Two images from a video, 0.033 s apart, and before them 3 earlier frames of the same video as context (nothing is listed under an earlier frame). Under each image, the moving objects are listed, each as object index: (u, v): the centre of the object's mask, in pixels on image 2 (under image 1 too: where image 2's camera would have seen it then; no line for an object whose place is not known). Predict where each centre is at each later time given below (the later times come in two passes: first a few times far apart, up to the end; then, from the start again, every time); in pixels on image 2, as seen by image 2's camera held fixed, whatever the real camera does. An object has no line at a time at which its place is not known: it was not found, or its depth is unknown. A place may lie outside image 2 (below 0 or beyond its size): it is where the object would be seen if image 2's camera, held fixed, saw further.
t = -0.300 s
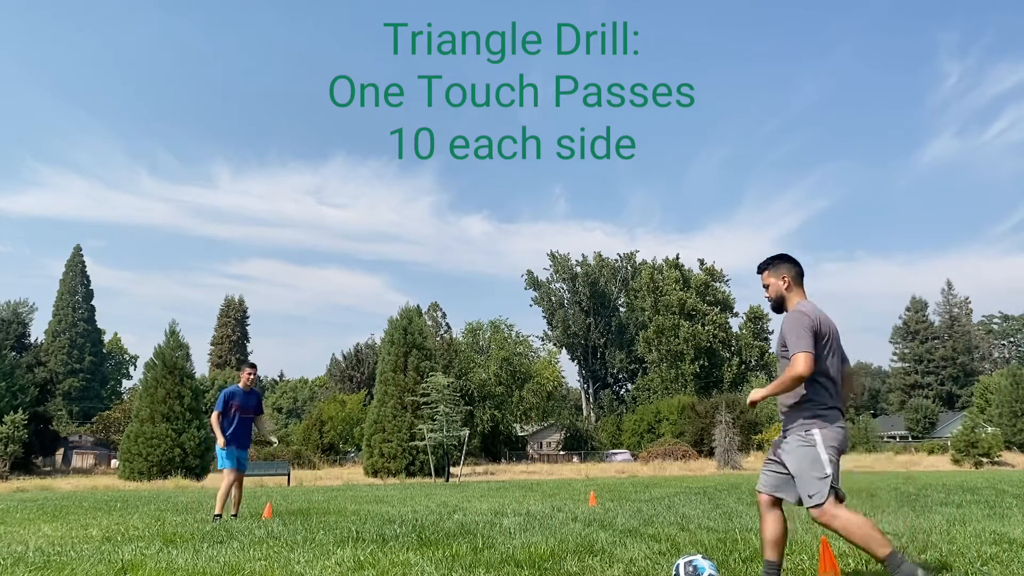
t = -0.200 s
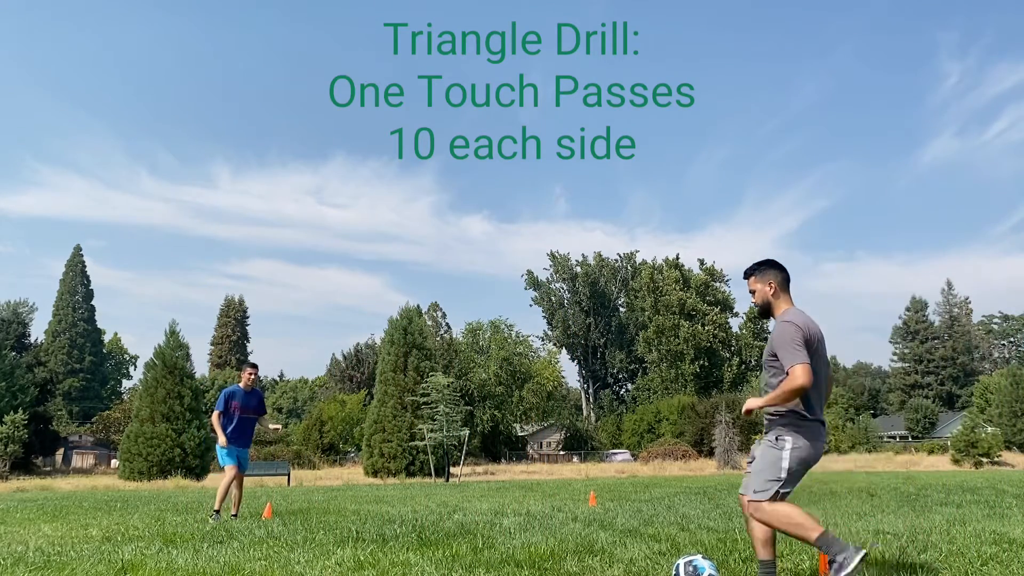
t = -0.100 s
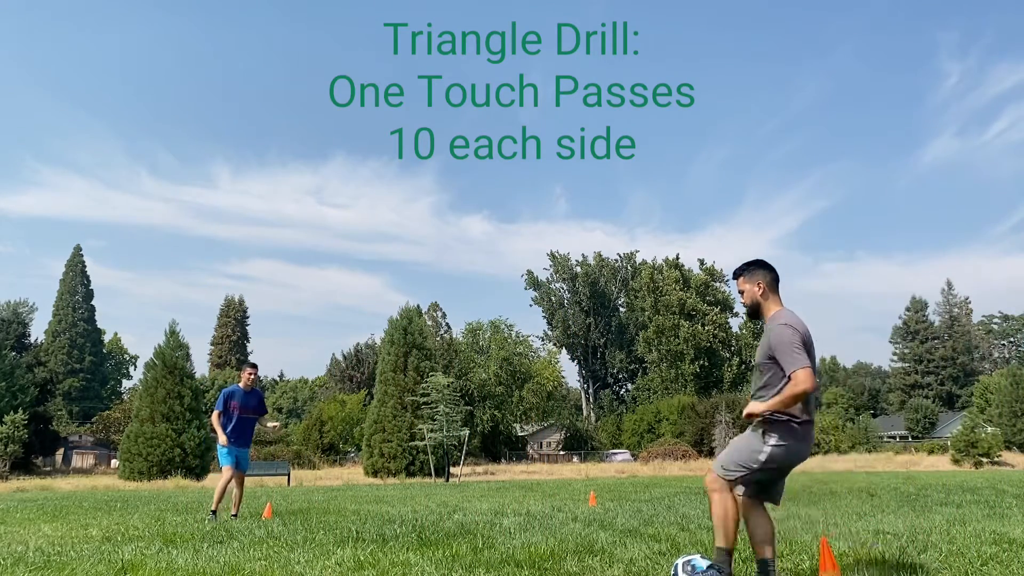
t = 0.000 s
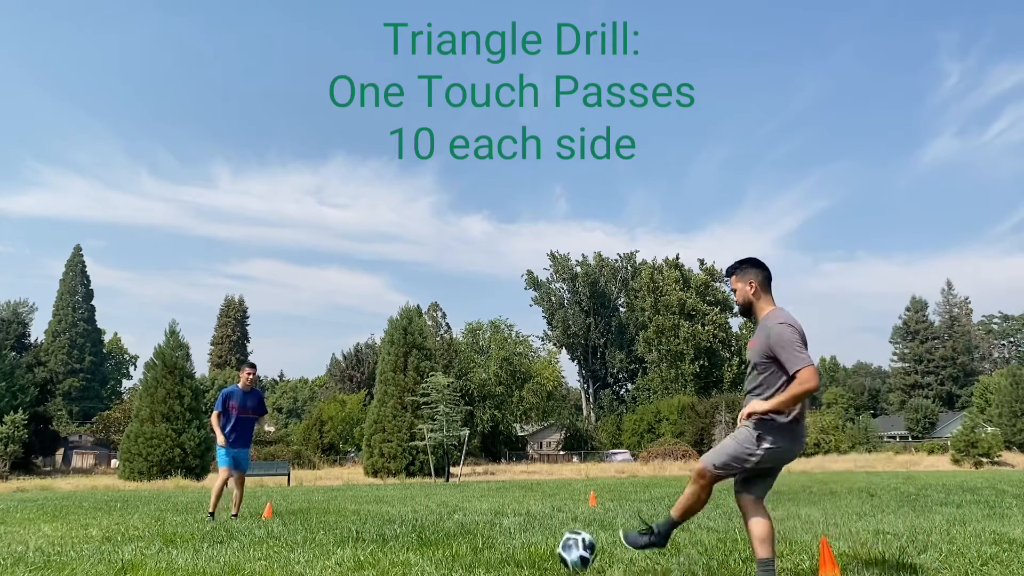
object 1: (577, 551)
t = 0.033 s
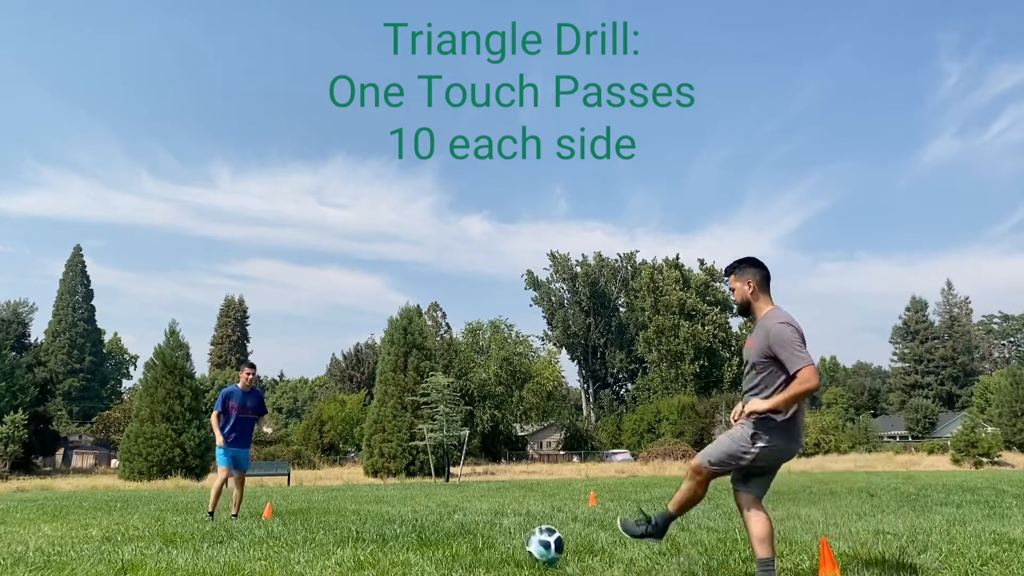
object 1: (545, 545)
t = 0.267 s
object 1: (394, 534)
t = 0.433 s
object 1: (337, 529)
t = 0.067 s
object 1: (517, 541)
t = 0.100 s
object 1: (491, 541)
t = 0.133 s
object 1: (467, 539)
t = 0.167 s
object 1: (445, 538)
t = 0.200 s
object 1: (425, 538)
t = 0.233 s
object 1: (409, 536)
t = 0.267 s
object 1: (394, 534)
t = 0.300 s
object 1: (382, 532)
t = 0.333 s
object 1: (370, 529)
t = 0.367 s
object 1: (358, 527)
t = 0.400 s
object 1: (346, 528)
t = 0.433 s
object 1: (337, 529)
